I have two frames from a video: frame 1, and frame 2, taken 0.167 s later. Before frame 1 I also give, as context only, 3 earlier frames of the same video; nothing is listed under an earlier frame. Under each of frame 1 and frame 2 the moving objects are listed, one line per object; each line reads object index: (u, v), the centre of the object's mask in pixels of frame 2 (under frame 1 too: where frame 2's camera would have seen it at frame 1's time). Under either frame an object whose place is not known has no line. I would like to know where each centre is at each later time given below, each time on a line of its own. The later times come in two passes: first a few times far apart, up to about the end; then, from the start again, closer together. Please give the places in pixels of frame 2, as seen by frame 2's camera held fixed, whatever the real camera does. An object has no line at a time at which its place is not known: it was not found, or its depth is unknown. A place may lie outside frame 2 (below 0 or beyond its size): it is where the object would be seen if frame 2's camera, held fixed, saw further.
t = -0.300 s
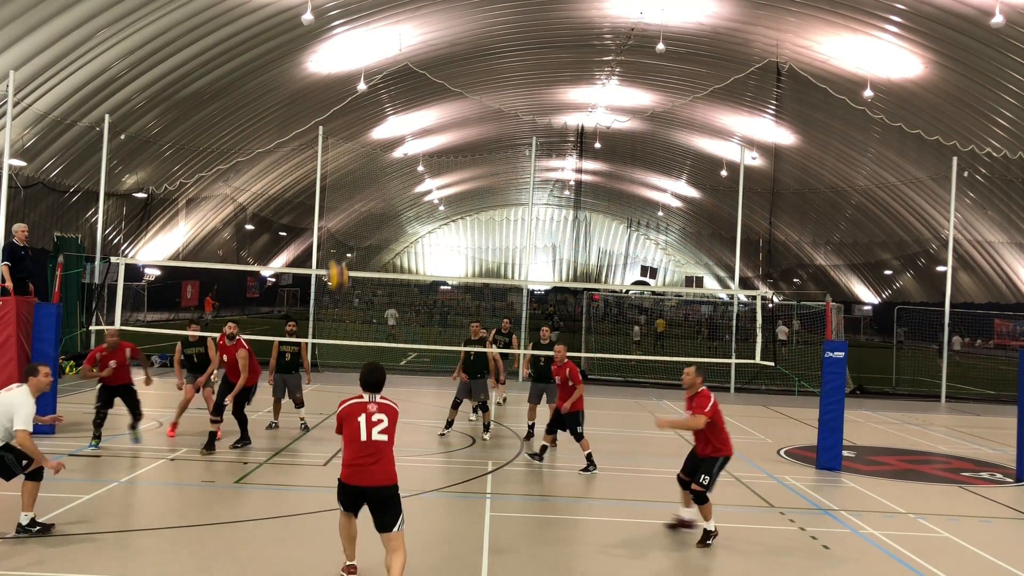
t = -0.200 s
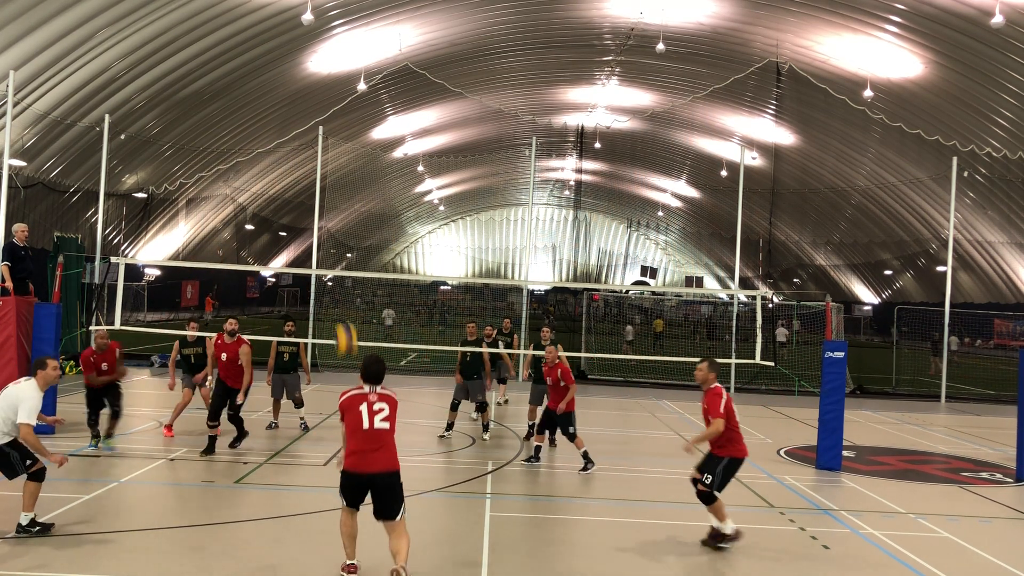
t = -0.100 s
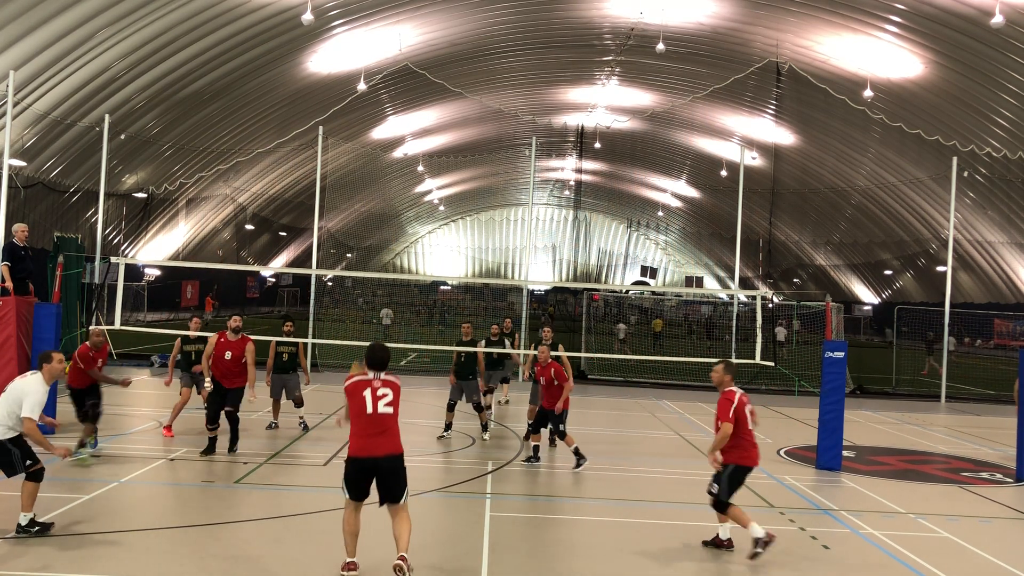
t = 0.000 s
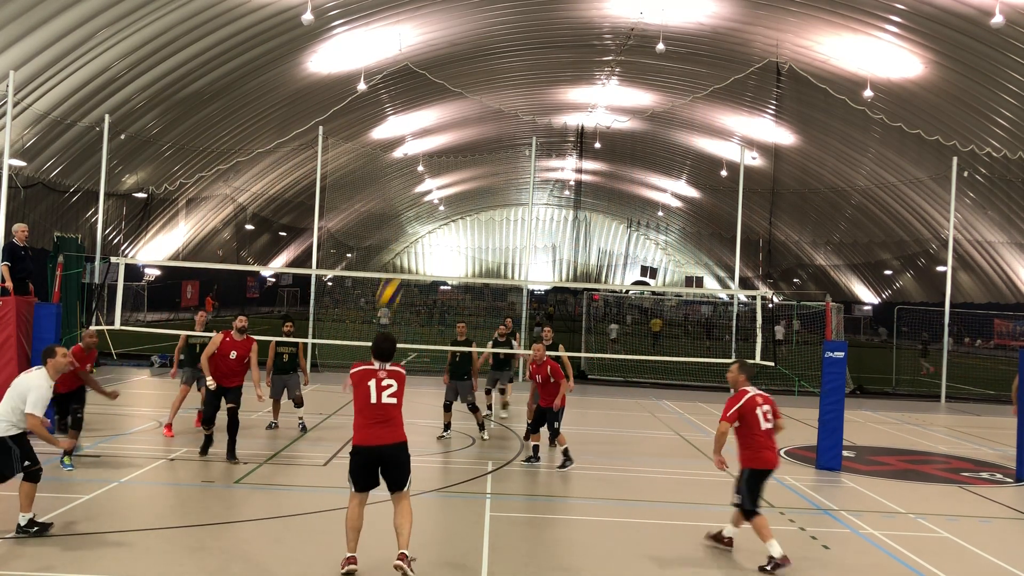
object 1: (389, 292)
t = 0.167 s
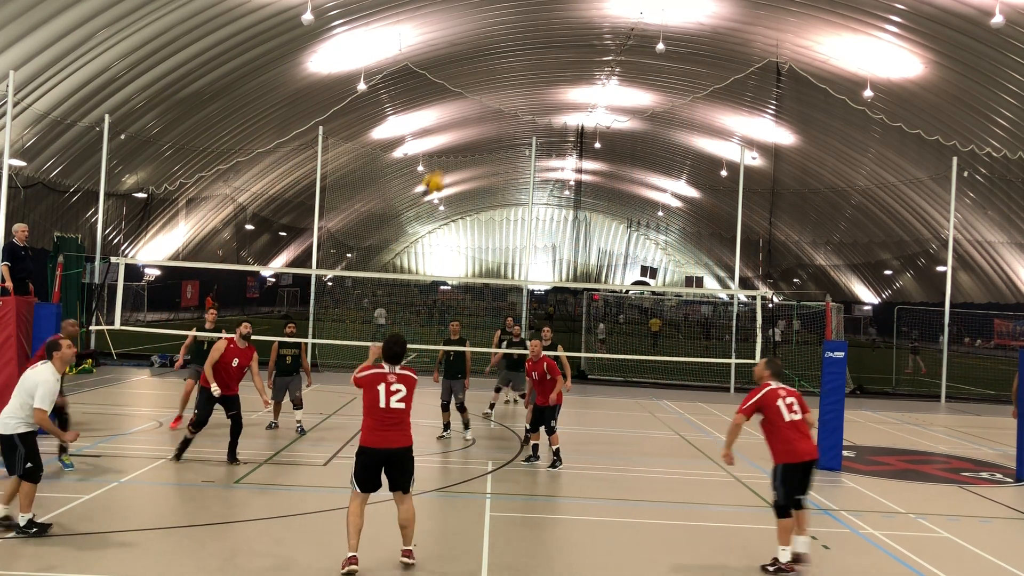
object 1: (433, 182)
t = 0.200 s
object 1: (441, 165)
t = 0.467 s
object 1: (496, 88)
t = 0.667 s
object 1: (527, 77)
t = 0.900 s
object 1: (560, 112)
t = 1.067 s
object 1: (579, 163)
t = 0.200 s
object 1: (441, 165)
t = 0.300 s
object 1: (463, 126)
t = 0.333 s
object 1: (470, 117)
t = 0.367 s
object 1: (476, 107)
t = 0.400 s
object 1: (483, 99)
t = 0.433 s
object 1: (489, 93)
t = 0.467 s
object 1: (496, 88)
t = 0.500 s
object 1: (501, 84)
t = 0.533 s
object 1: (507, 80)
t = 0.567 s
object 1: (512, 78)
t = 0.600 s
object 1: (518, 77)
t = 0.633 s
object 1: (523, 77)
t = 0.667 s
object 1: (527, 77)
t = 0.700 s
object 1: (533, 80)
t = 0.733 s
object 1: (538, 83)
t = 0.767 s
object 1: (543, 87)
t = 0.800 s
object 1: (548, 92)
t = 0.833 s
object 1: (552, 98)
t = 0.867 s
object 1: (556, 105)
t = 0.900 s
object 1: (560, 112)
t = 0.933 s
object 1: (564, 120)
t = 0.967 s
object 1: (568, 130)
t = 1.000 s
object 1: (571, 139)
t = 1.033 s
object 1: (575, 150)
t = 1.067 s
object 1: (579, 163)
